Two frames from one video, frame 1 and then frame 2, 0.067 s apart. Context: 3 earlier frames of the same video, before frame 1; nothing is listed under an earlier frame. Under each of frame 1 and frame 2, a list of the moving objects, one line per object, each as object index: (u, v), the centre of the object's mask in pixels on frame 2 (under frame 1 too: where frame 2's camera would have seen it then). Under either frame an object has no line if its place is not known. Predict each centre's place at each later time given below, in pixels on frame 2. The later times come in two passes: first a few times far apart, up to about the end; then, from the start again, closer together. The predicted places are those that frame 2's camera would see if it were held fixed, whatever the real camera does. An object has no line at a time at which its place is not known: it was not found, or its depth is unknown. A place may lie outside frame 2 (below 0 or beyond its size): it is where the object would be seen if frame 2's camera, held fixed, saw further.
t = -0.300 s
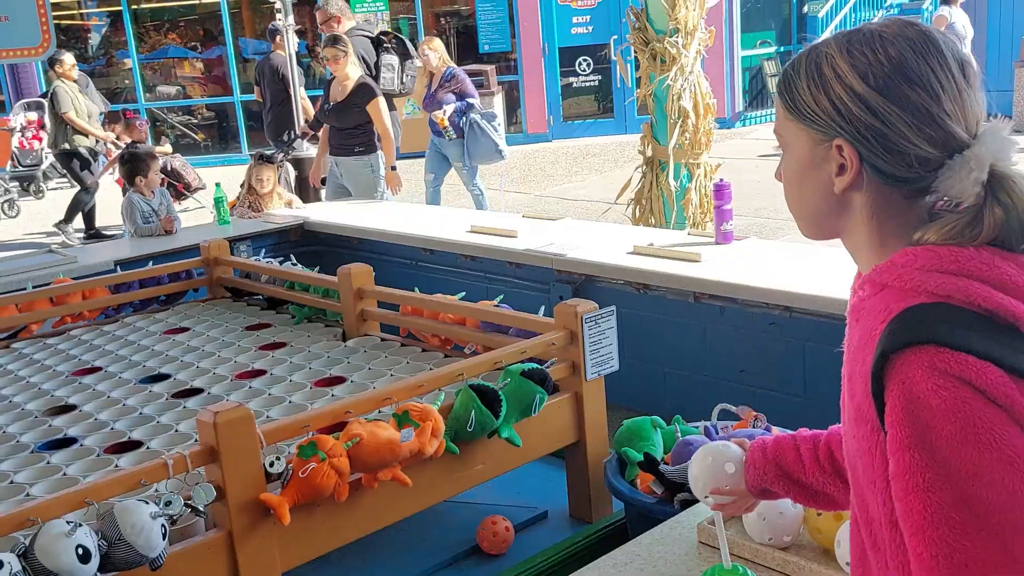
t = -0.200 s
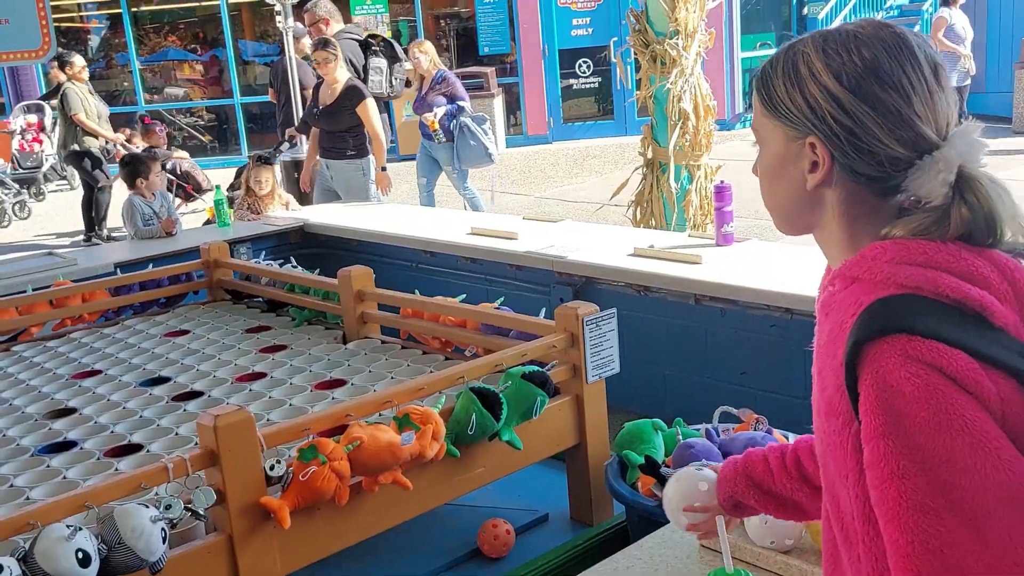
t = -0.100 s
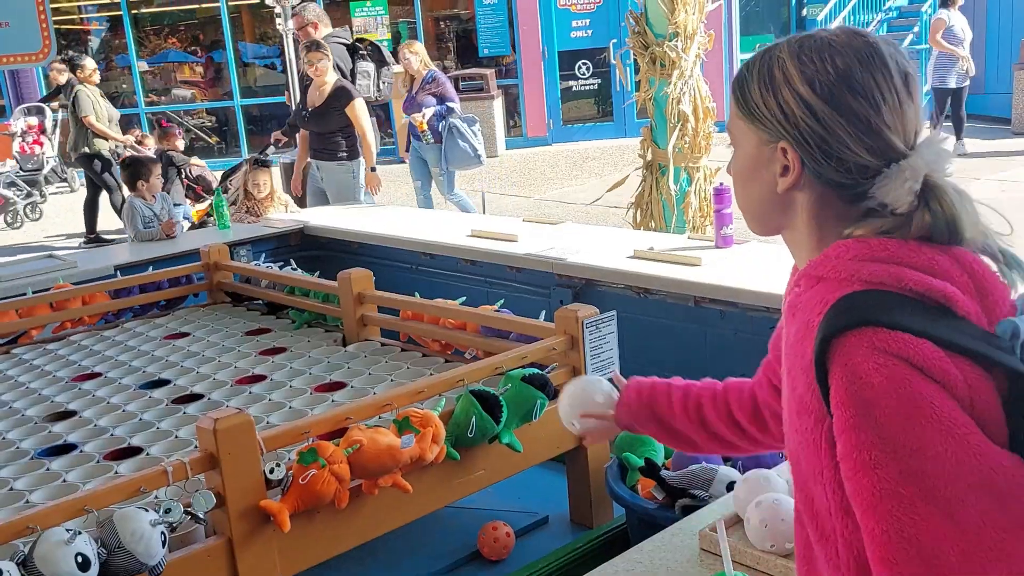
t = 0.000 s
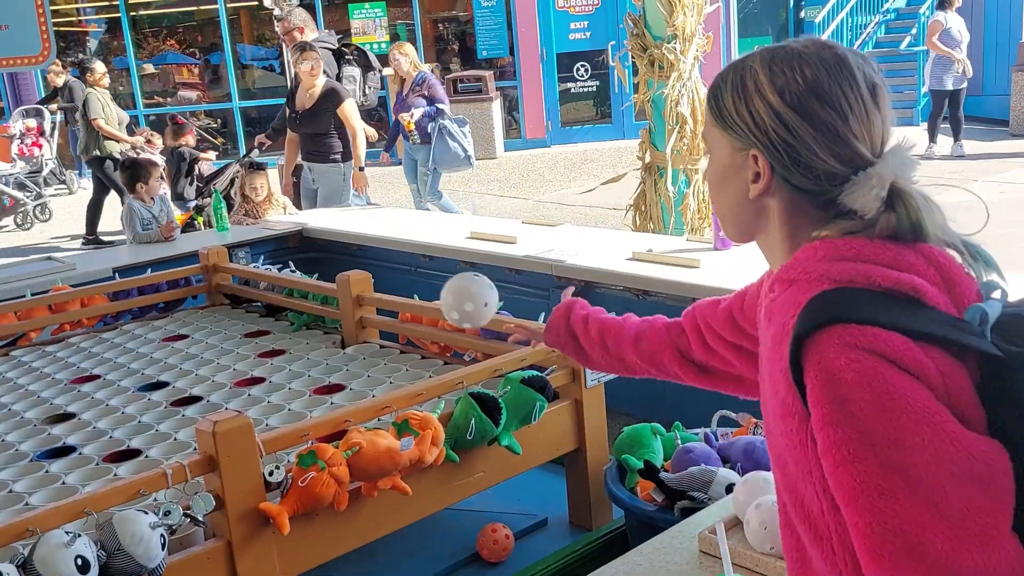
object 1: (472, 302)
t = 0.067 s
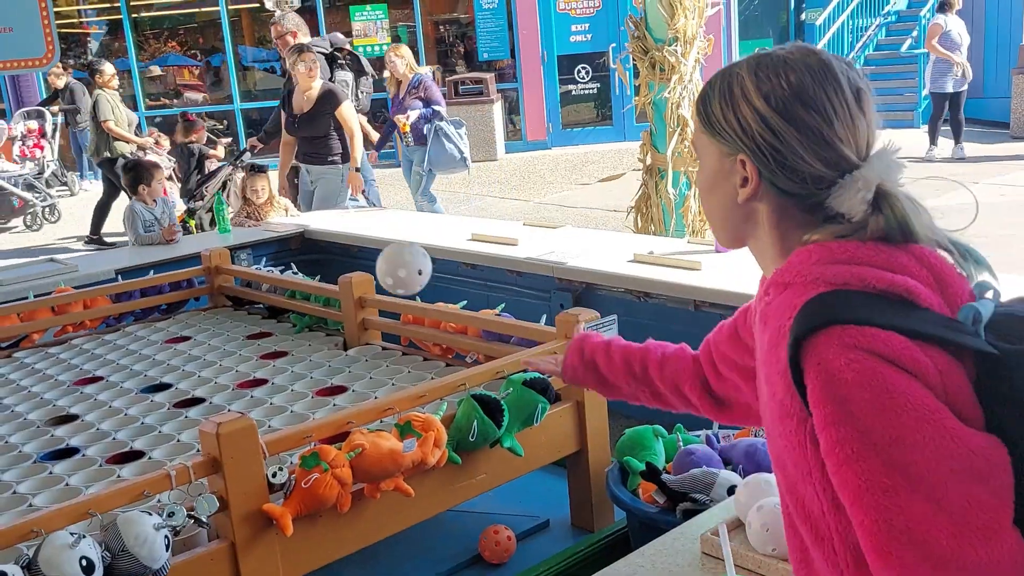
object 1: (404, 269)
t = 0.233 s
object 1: (275, 290)
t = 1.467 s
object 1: (-44, 440)
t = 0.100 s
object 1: (374, 261)
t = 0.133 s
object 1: (346, 260)
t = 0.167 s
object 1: (320, 265)
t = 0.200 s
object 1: (297, 274)
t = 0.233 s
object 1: (275, 290)
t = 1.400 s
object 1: (-63, 446)
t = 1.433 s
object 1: (-56, 442)
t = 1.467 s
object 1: (-44, 440)
